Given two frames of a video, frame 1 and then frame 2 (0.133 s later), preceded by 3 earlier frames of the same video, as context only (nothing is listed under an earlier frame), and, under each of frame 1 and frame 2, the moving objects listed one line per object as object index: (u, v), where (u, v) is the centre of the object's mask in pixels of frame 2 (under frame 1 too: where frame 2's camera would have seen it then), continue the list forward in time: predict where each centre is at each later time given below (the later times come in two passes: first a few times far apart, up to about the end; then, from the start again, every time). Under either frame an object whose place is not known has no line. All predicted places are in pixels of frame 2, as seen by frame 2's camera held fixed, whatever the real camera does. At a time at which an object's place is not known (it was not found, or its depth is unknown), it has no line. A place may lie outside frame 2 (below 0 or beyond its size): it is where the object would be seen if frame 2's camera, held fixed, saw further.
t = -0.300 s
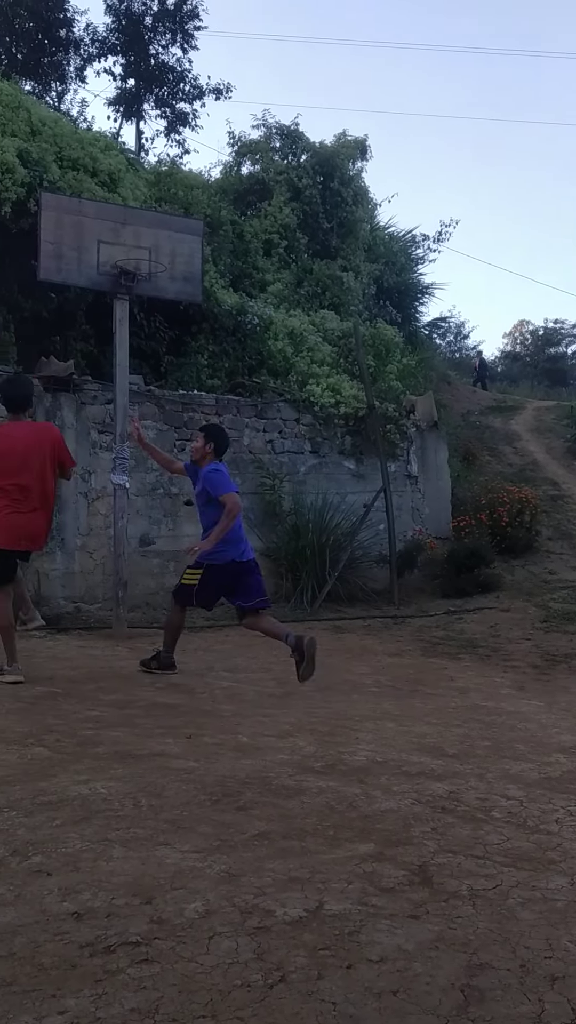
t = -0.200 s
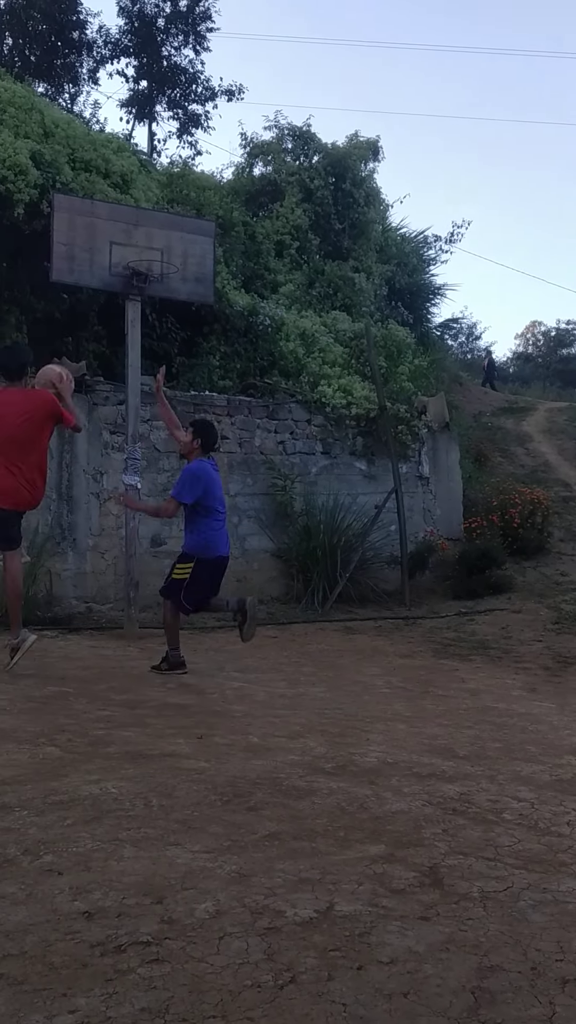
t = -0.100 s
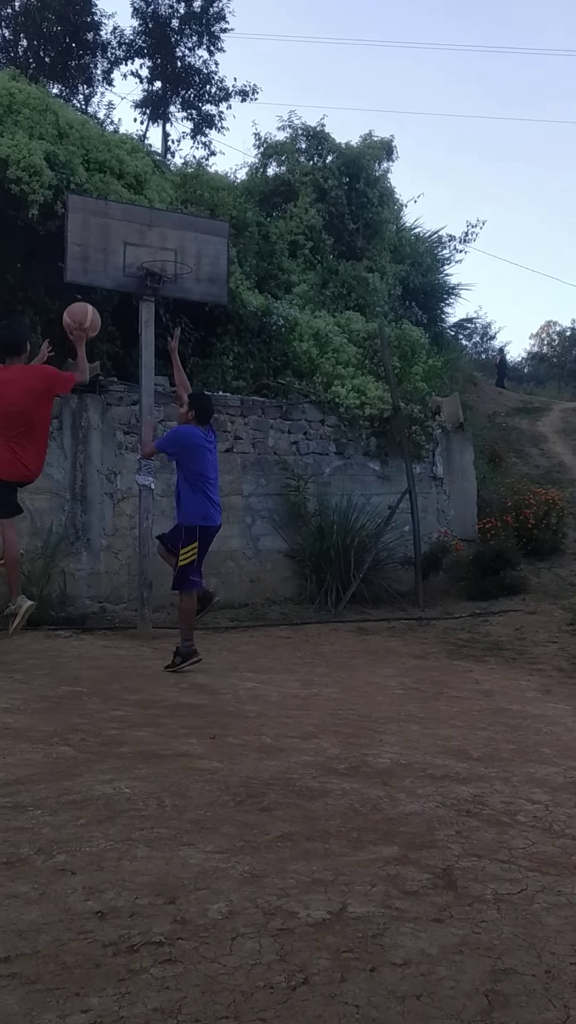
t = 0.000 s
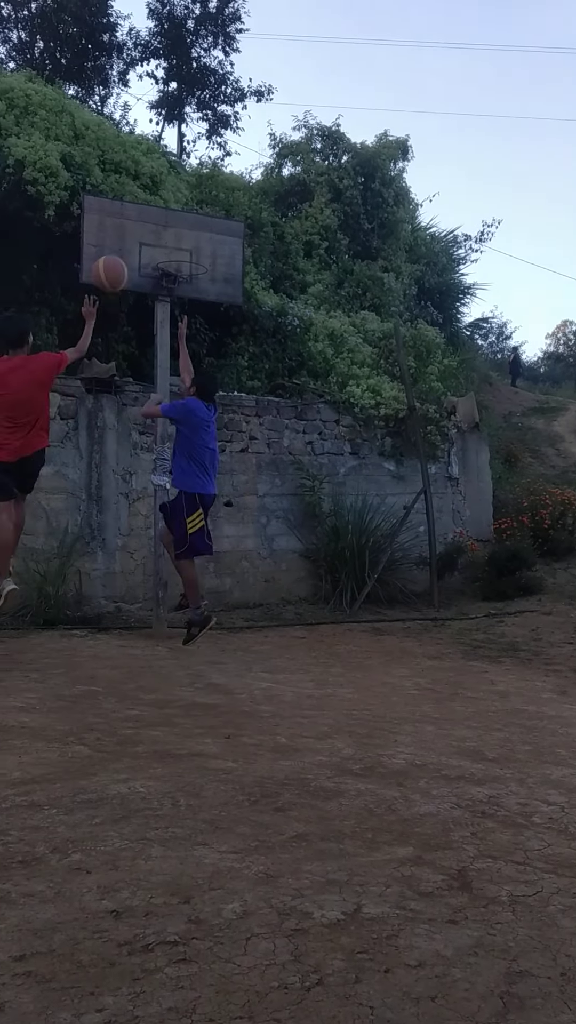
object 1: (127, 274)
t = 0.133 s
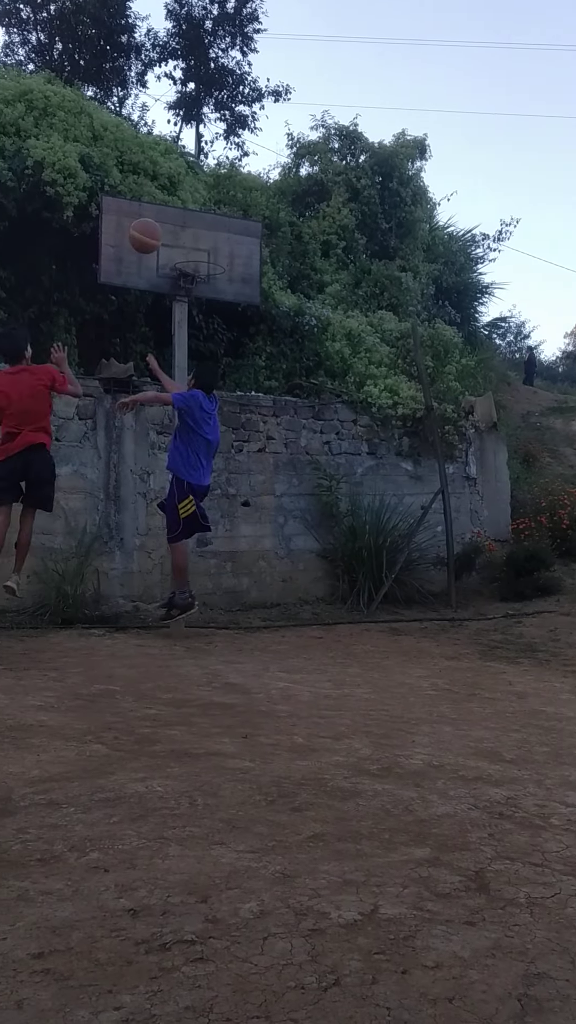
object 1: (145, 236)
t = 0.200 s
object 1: (152, 227)
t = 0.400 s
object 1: (174, 234)
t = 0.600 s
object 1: (196, 268)
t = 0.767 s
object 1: (217, 316)
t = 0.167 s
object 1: (149, 230)
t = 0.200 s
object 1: (152, 227)
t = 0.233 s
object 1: (157, 225)
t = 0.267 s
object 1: (161, 224)
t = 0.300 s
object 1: (164, 224)
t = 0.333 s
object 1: (168, 226)
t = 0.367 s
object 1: (171, 229)
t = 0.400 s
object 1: (174, 234)
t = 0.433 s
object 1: (177, 239)
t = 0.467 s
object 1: (180, 246)
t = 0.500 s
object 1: (184, 250)
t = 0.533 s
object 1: (188, 257)
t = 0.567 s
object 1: (192, 262)
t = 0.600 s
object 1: (196, 268)
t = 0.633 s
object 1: (199, 273)
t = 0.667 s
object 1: (205, 281)
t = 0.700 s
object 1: (209, 292)
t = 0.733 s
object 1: (213, 303)
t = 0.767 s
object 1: (217, 316)
